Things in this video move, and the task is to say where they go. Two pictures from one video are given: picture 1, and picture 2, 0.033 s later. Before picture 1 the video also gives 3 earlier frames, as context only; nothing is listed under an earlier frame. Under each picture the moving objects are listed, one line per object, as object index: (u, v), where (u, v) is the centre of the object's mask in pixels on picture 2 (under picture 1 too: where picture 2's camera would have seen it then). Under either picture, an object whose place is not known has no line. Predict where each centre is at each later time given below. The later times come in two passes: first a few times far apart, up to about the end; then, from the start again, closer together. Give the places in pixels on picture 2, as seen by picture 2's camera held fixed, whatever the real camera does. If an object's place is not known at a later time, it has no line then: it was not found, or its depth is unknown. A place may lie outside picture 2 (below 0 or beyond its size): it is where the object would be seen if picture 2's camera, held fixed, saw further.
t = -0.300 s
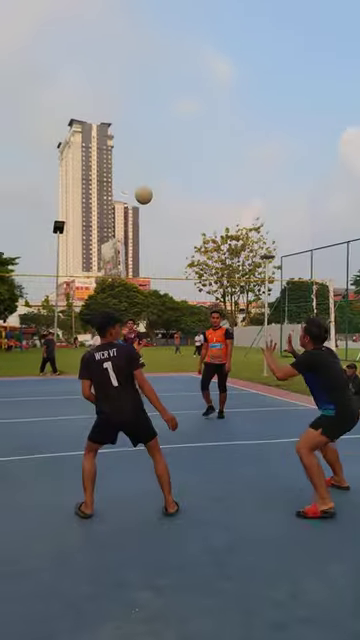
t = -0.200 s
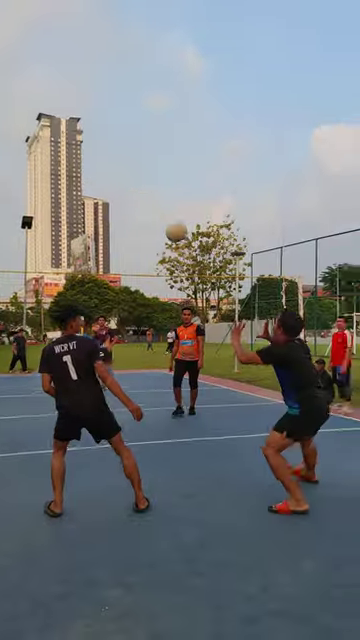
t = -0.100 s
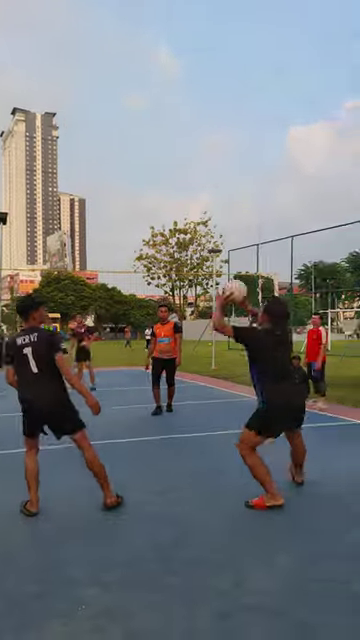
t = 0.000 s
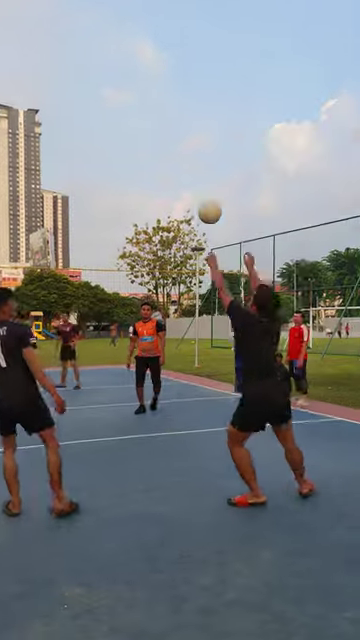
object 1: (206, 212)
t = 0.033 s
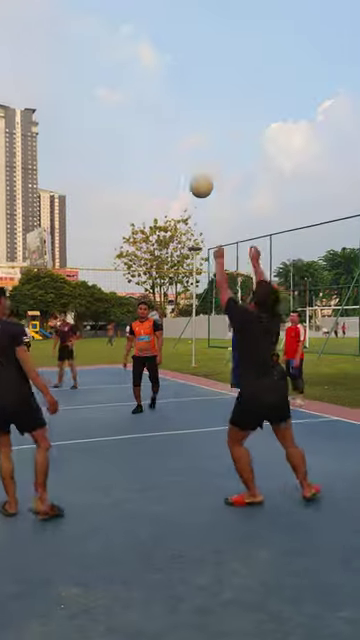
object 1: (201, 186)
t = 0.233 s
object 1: (173, 76)
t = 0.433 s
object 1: (148, 21)
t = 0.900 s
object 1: (112, 68)
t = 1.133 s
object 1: (101, 150)
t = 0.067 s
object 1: (197, 162)
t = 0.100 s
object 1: (191, 141)
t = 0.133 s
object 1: (186, 121)
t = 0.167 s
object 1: (181, 105)
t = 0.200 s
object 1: (177, 90)
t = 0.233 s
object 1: (173, 76)
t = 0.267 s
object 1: (168, 63)
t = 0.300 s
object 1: (164, 52)
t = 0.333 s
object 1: (160, 43)
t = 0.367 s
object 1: (156, 35)
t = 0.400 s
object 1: (152, 27)
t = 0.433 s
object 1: (148, 21)
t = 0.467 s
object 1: (146, 18)
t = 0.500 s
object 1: (143, 16)
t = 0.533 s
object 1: (140, 14)
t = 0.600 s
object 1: (135, 15)
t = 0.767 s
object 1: (121, 36)
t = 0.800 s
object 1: (119, 43)
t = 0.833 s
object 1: (117, 50)
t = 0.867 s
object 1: (115, 61)
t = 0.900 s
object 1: (112, 68)
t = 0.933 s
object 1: (111, 79)
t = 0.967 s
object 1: (109, 89)
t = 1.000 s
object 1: (107, 100)
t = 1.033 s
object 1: (106, 112)
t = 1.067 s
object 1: (104, 124)
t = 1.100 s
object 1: (103, 136)
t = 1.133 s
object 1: (101, 150)
